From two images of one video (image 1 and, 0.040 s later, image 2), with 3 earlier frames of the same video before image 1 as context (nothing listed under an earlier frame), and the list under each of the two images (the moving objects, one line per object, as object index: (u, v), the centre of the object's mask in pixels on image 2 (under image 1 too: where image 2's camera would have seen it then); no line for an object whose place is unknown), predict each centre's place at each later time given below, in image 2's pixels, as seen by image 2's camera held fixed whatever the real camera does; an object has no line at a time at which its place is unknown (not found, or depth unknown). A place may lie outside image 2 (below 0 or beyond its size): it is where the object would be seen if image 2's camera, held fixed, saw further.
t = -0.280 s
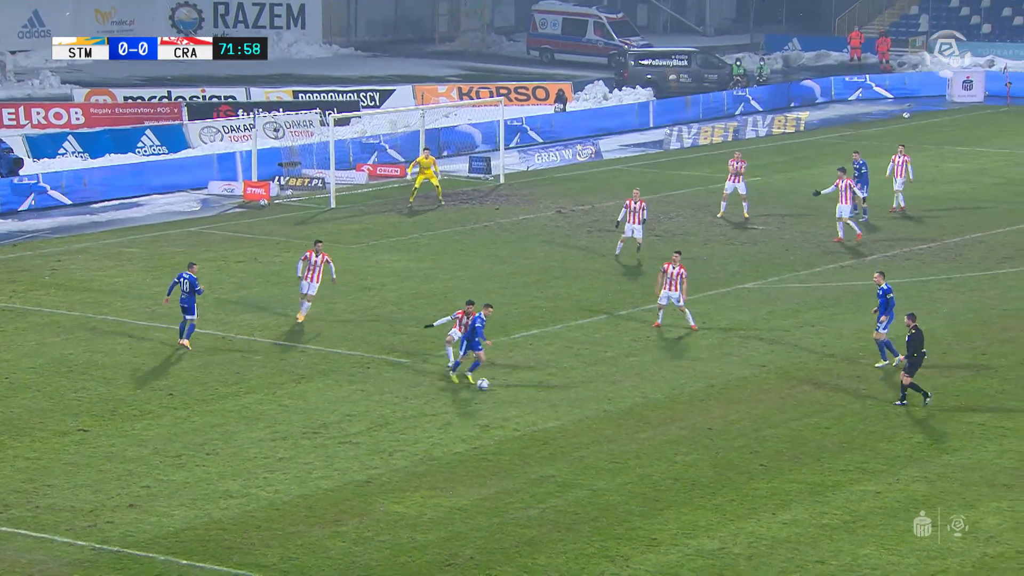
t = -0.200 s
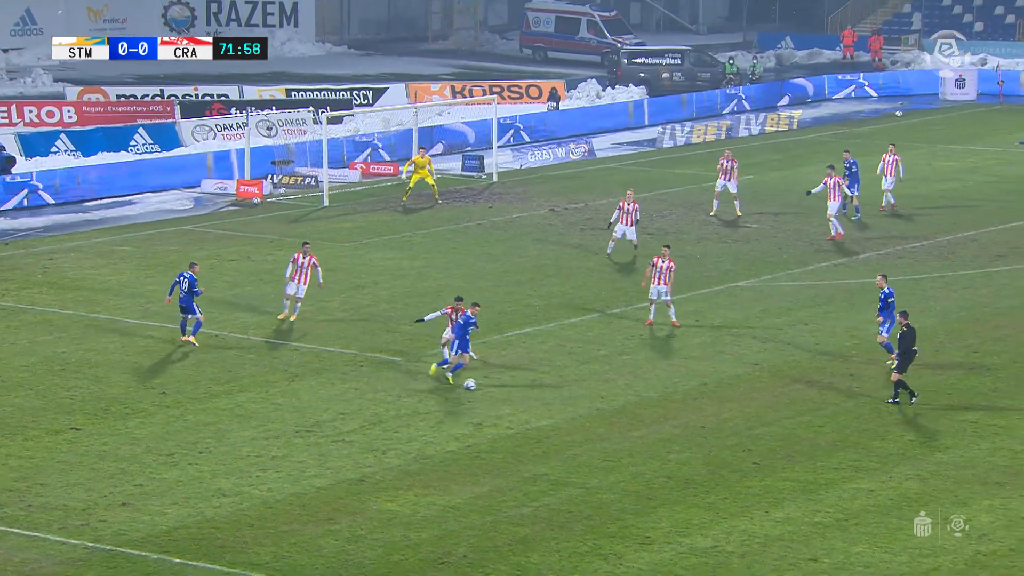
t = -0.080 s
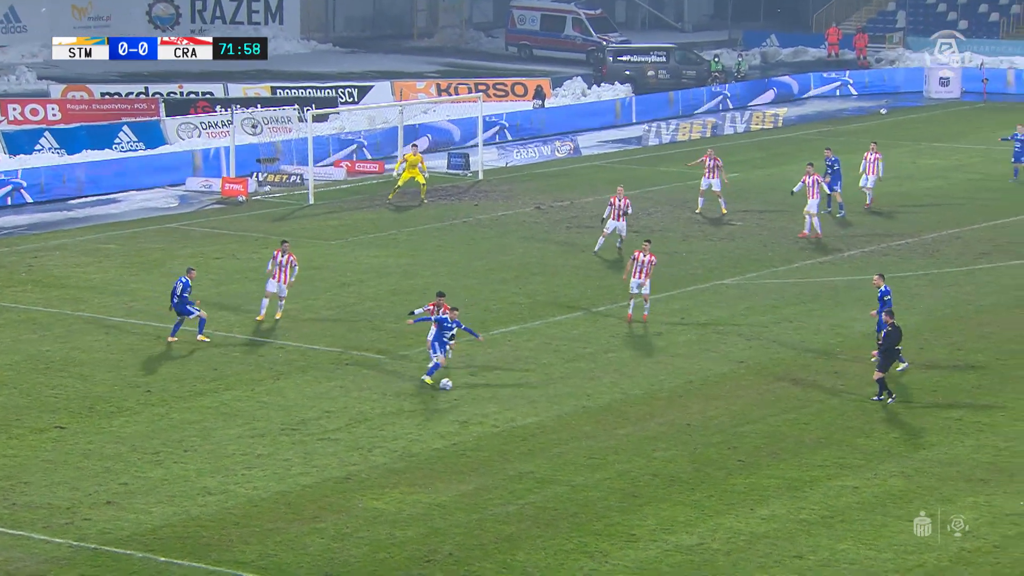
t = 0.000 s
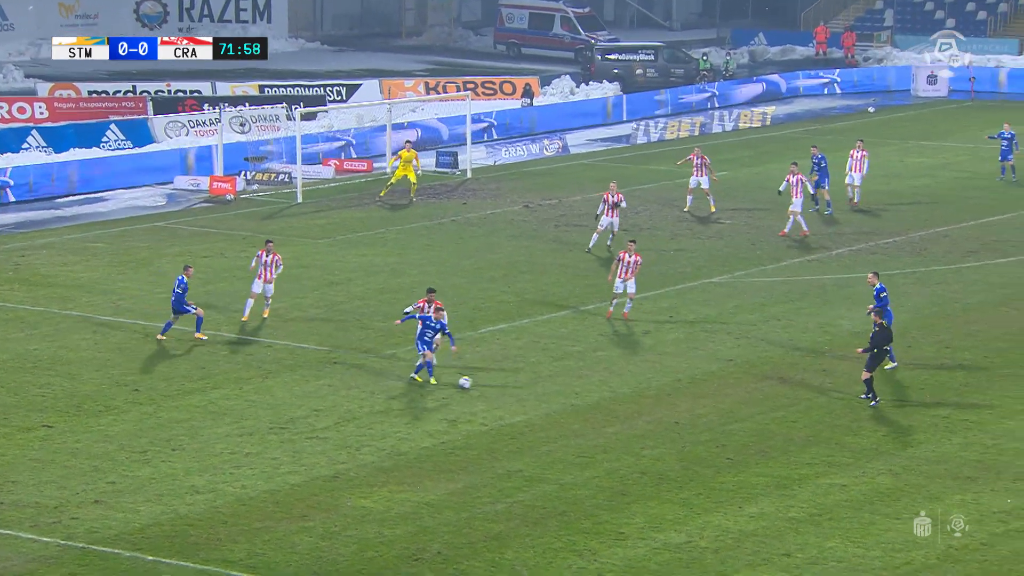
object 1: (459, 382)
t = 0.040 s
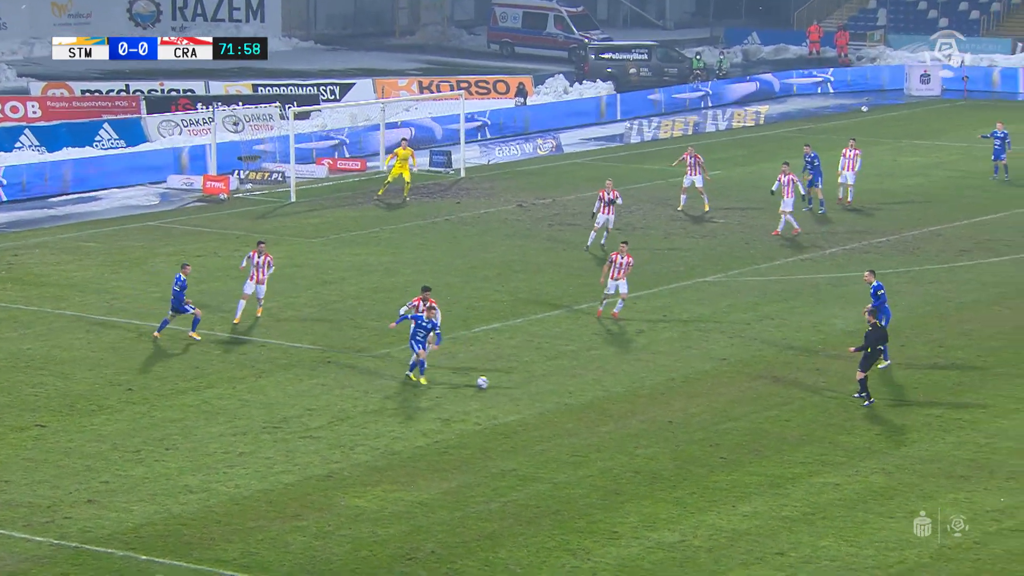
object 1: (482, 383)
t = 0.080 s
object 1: (506, 383)
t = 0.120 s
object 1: (527, 384)
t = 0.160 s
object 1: (550, 384)
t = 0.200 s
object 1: (571, 384)
